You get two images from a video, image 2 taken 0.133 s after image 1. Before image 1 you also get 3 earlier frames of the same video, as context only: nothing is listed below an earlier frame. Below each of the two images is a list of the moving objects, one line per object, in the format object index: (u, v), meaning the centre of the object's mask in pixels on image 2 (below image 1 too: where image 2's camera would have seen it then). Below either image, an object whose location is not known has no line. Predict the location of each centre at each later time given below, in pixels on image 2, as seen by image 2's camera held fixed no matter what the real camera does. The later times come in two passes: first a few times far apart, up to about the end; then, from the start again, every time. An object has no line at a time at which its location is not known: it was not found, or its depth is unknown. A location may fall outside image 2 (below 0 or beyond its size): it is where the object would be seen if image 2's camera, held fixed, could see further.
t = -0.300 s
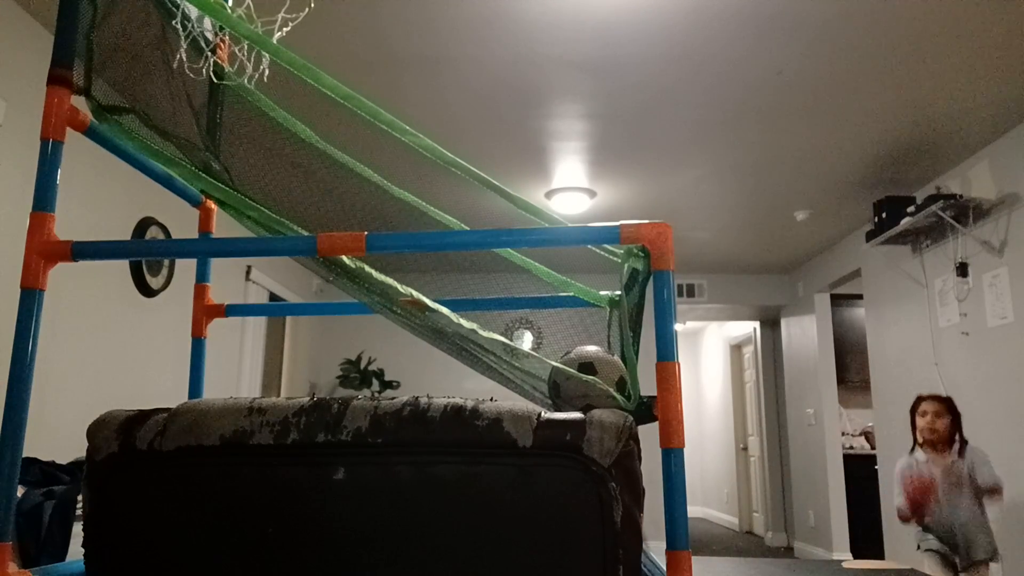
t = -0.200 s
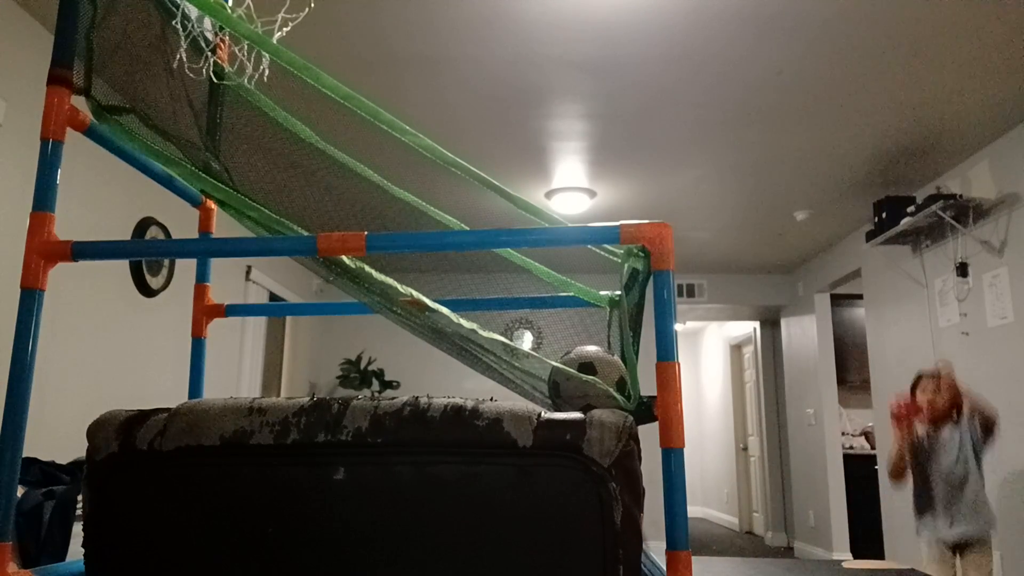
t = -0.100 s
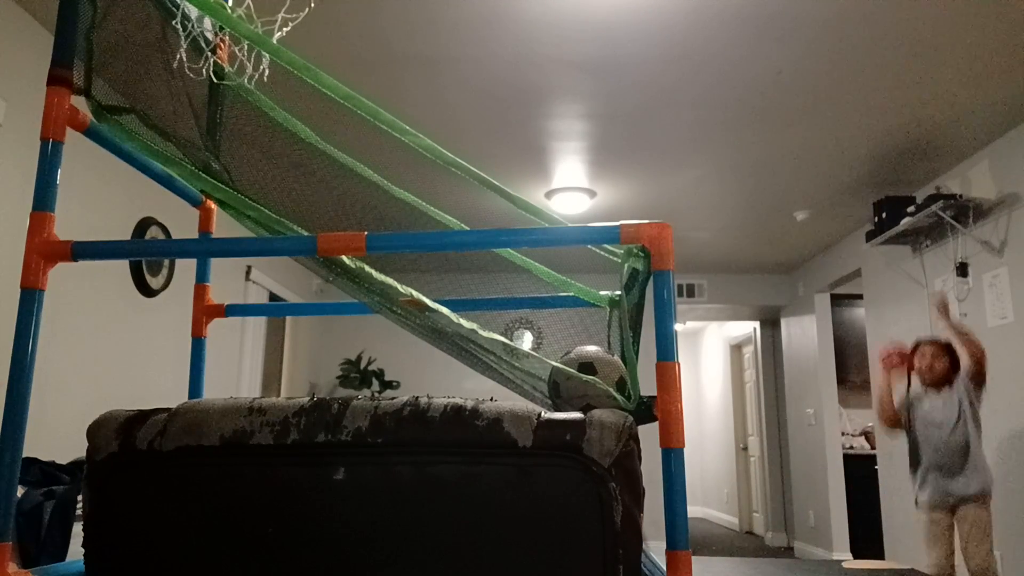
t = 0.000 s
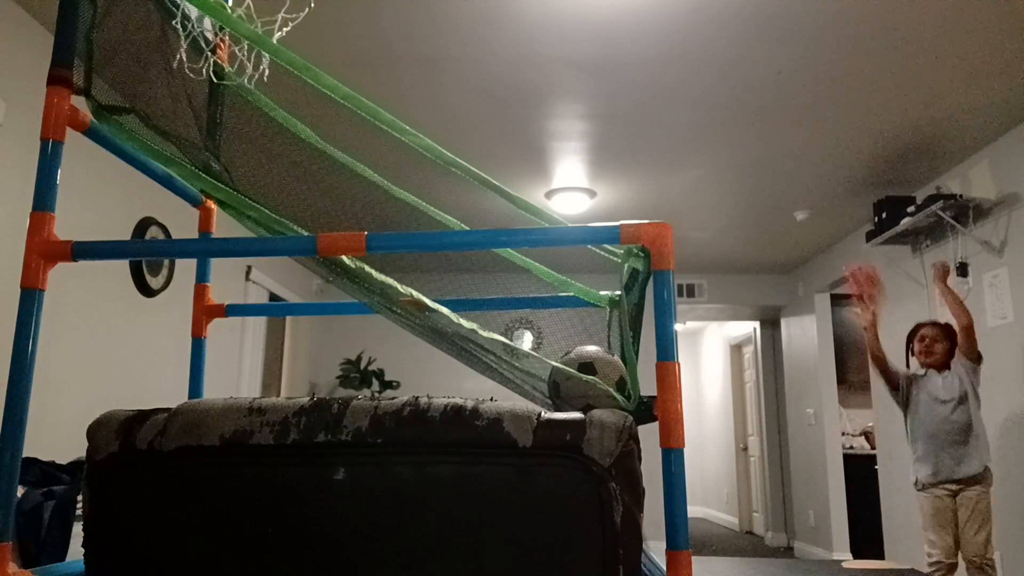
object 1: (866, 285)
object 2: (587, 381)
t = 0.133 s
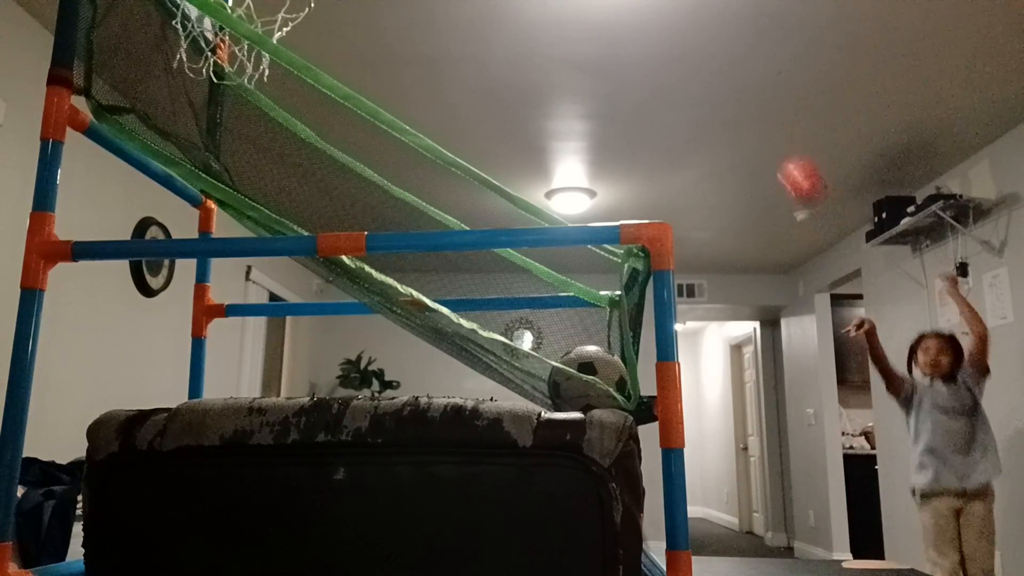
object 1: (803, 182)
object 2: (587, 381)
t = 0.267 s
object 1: (725, 96)
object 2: (588, 382)
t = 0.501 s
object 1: (521, 40)
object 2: (587, 381)
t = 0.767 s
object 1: (304, 176)
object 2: (591, 367)
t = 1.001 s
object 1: (439, 270)
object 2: (581, 382)
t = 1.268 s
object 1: (505, 363)
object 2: (585, 375)
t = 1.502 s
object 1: (513, 350)
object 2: (587, 376)
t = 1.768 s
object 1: (510, 355)
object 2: (589, 377)
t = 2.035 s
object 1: (508, 357)
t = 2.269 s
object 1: (508, 355)
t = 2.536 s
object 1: (508, 356)
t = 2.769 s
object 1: (509, 356)
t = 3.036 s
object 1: (509, 356)
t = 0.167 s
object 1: (784, 157)
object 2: (587, 381)
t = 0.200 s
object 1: (765, 135)
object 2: (587, 381)
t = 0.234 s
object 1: (745, 114)
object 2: (587, 381)
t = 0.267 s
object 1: (725, 96)
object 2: (588, 382)
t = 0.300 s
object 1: (702, 79)
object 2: (588, 382)
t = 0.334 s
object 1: (679, 65)
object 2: (587, 381)
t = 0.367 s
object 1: (655, 54)
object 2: (588, 382)
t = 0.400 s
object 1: (627, 45)
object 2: (587, 381)
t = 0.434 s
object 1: (596, 38)
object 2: (587, 381)
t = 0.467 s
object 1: (561, 38)
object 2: (587, 381)
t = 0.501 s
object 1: (521, 40)
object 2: (587, 381)
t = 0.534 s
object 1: (474, 49)
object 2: (587, 381)
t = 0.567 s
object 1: (418, 65)
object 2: (587, 381)
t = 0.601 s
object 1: (354, 89)
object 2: (587, 381)
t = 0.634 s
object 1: (256, 143)
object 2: (586, 379)
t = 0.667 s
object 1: (212, 166)
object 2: (585, 374)
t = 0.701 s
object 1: (247, 162)
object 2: (589, 367)
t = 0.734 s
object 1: (276, 166)
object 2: (589, 366)
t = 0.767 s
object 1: (304, 176)
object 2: (591, 367)
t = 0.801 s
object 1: (330, 190)
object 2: (589, 370)
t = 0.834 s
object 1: (355, 202)
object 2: (589, 379)
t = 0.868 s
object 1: (376, 224)
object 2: (587, 379)
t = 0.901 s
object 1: (404, 256)
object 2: (583, 379)
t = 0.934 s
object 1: (420, 269)
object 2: (580, 379)
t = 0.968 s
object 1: (427, 270)
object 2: (581, 381)
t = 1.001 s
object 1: (439, 270)
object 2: (581, 382)
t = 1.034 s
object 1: (452, 272)
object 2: (580, 382)
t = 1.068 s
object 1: (466, 277)
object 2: (580, 382)
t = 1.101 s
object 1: (479, 286)
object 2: (580, 381)
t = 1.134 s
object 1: (495, 301)
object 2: (579, 381)
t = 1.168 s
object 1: (506, 345)
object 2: (580, 380)
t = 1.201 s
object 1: (505, 359)
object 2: (580, 382)
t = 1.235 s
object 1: (501, 370)
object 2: (582, 381)
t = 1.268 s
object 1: (505, 363)
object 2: (585, 375)
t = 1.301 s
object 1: (508, 357)
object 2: (588, 375)
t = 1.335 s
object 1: (512, 352)
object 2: (592, 376)
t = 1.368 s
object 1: (516, 350)
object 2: (592, 376)
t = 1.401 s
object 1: (516, 350)
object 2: (591, 376)
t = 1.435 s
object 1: (515, 350)
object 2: (590, 376)
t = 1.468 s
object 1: (514, 350)
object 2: (588, 376)
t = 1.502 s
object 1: (513, 350)
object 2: (587, 376)
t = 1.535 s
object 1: (512, 350)
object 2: (588, 376)
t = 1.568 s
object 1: (514, 350)
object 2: (588, 376)
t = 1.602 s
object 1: (514, 350)
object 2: (588, 376)
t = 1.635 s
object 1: (514, 350)
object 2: (588, 376)
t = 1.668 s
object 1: (513, 352)
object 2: (587, 376)
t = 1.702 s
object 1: (512, 353)
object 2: (588, 377)
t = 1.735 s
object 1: (511, 354)
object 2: (588, 377)
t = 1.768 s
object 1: (510, 355)
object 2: (589, 377)
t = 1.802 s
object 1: (510, 355)
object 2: (589, 377)
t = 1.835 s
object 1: (510, 354)
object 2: (589, 377)
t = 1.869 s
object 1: (509, 354)
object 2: (588, 376)
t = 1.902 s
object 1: (509, 355)
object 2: (588, 376)
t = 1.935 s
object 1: (509, 355)
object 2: (587, 375)
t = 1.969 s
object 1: (509, 356)
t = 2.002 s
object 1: (508, 356)
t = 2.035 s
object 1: (508, 357)
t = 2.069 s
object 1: (508, 357)
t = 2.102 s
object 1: (509, 356)
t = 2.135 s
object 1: (509, 356)
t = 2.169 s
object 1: (509, 356)
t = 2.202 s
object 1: (509, 355)
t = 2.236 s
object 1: (509, 355)
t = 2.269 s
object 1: (508, 355)
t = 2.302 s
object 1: (508, 356)
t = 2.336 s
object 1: (508, 356)
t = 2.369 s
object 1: (508, 356)
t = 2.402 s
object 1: (508, 356)
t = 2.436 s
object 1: (508, 356)
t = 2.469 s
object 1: (509, 356)
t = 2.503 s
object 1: (508, 356)
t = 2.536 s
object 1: (508, 356)
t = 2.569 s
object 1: (509, 355)
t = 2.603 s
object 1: (509, 355)
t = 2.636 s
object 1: (509, 355)
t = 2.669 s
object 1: (508, 356)
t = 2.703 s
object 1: (509, 356)
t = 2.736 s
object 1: (509, 356)
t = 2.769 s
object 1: (509, 356)
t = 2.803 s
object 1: (508, 356)
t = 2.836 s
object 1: (508, 356)
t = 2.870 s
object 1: (508, 356)
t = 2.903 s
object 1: (509, 356)
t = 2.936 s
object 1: (509, 356)
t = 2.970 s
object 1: (509, 356)
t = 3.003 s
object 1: (509, 356)
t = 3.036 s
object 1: (509, 356)
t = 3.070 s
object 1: (509, 356)
